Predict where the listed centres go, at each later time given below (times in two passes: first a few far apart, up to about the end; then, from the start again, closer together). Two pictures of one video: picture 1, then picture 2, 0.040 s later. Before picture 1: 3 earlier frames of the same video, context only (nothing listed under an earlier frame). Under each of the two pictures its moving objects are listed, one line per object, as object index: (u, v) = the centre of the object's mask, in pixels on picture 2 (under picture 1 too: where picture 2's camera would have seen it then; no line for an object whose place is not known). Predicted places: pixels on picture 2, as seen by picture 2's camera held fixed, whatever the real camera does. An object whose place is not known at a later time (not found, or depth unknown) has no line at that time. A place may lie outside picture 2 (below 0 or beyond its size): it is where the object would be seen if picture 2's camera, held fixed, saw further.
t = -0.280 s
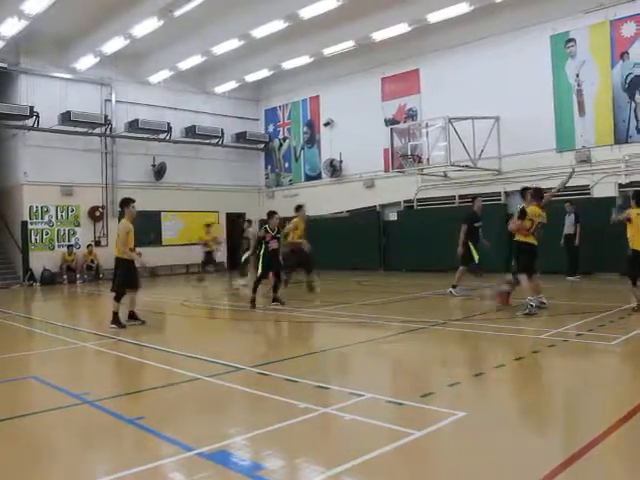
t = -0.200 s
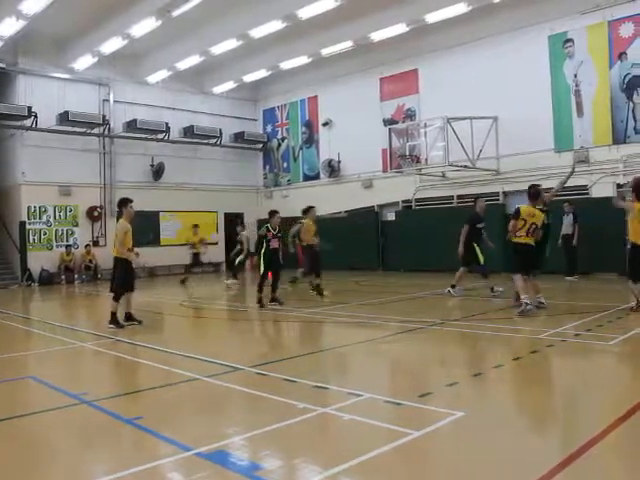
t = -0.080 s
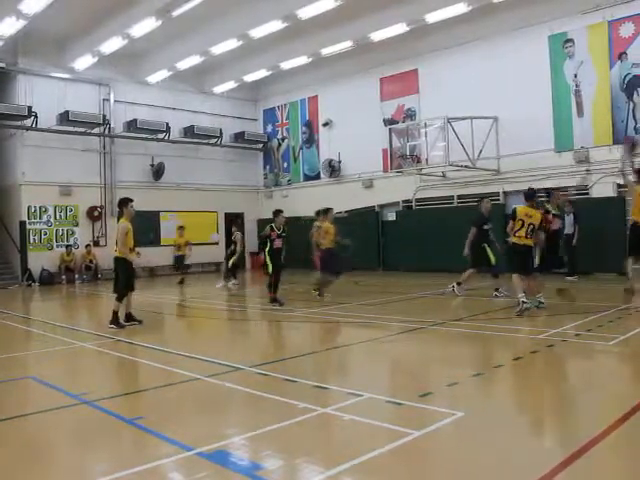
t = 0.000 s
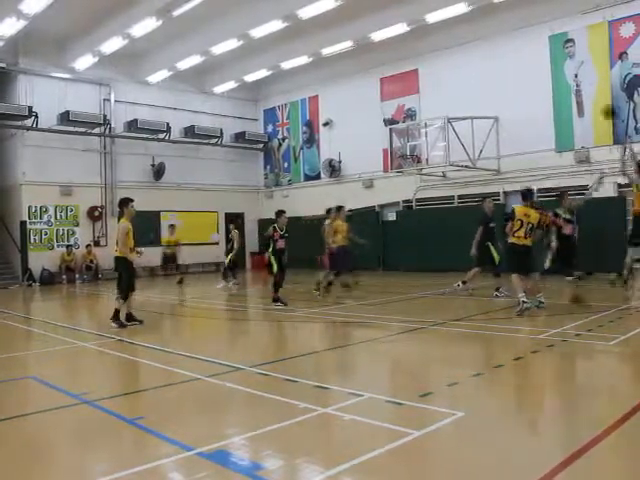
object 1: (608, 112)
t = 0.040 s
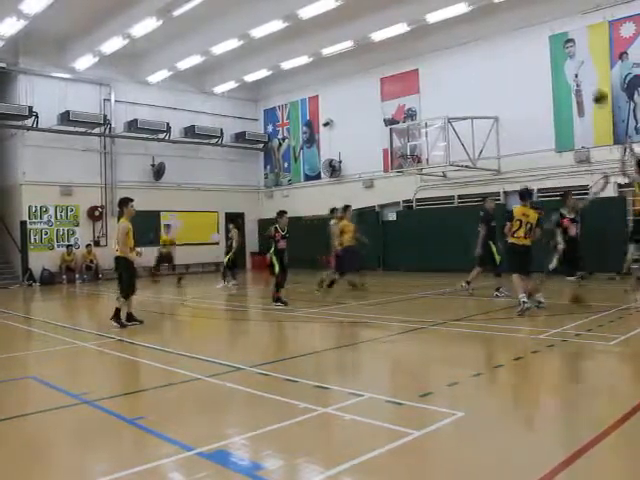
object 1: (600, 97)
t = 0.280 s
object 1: (542, 43)
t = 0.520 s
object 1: (499, 28)
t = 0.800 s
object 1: (461, 46)
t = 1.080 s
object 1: (433, 95)
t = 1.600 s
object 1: (383, 156)
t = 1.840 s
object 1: (357, 177)
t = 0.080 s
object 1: (590, 85)
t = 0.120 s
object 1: (578, 73)
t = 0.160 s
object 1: (569, 64)
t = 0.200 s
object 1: (560, 56)
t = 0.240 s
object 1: (551, 49)
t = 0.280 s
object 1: (542, 43)
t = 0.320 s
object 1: (534, 38)
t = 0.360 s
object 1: (526, 34)
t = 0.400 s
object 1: (519, 31)
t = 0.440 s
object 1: (512, 30)
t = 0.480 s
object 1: (506, 29)
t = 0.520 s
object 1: (499, 28)
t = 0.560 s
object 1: (492, 29)
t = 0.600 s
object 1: (487, 31)
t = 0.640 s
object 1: (481, 32)
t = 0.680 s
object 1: (476, 35)
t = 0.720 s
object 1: (470, 39)
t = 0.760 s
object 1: (465, 42)
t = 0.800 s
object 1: (461, 46)
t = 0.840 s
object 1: (456, 53)
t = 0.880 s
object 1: (452, 58)
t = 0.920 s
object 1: (448, 64)
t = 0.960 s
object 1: (444, 71)
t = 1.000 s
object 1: (440, 78)
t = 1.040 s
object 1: (436, 86)
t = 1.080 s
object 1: (433, 95)
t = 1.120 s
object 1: (429, 104)
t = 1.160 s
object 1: (426, 112)
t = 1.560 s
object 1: (388, 156)
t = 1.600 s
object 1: (383, 156)
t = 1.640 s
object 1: (379, 158)
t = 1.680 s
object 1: (375, 161)
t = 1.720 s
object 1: (370, 165)
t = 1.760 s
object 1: (366, 169)
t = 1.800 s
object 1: (361, 173)
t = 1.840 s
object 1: (357, 177)
